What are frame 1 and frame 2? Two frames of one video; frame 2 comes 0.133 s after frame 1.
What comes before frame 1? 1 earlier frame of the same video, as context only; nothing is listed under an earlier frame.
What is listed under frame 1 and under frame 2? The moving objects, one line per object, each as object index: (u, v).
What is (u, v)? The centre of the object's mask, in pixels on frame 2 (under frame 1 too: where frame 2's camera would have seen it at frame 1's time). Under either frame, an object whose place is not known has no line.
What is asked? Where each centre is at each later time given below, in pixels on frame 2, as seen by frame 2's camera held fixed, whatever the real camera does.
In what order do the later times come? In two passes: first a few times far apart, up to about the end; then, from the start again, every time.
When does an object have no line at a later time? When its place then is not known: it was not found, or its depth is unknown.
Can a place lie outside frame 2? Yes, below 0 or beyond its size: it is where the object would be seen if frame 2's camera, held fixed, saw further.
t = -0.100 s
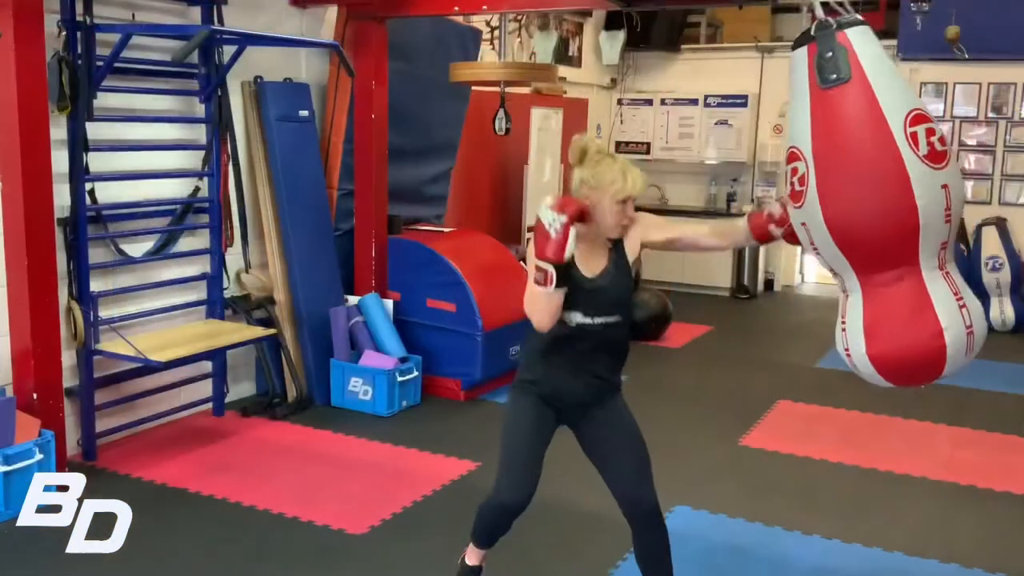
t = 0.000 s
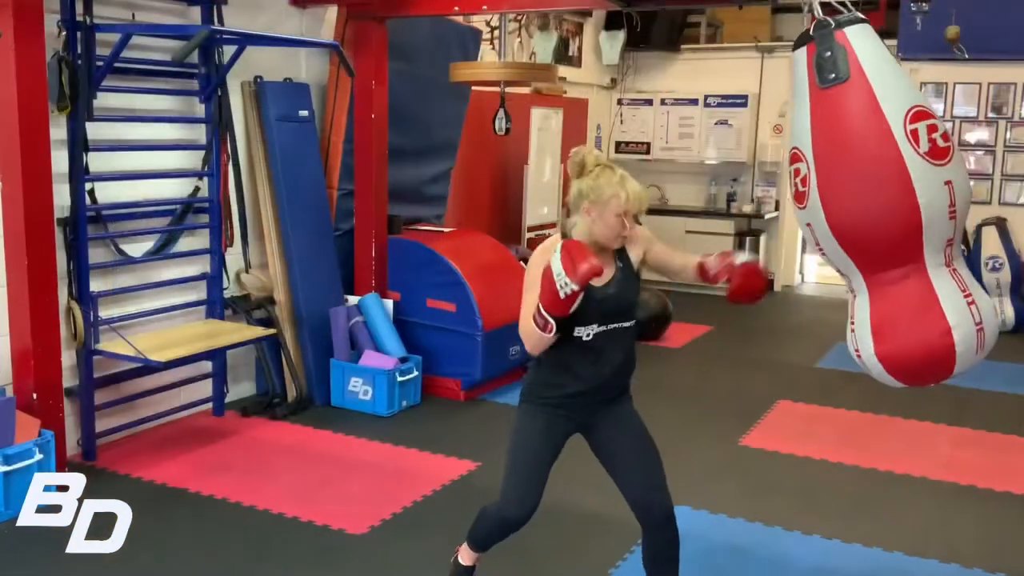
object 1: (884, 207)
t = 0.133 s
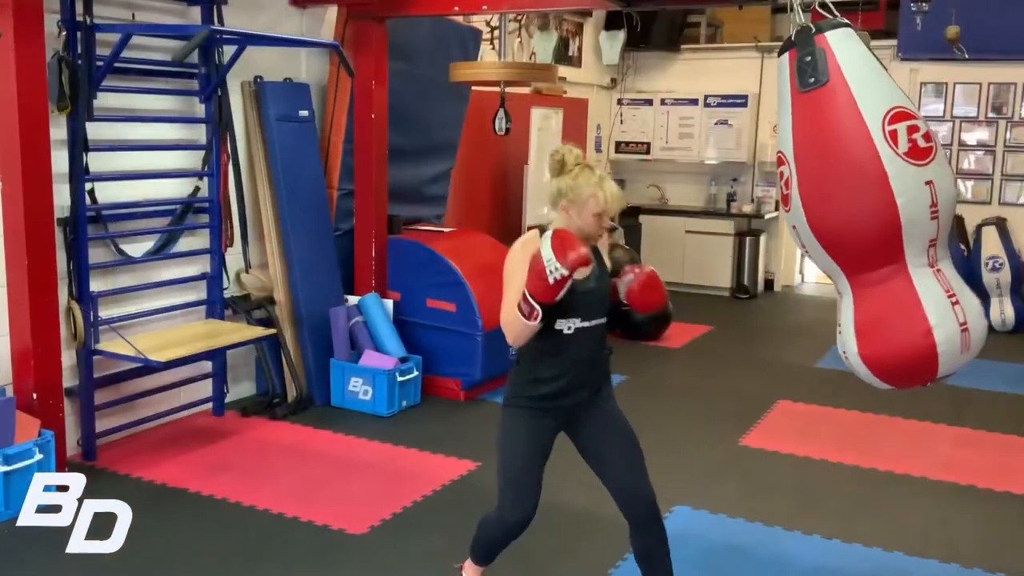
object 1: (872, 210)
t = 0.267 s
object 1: (845, 214)
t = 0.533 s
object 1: (752, 216)
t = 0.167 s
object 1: (867, 213)
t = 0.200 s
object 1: (861, 213)
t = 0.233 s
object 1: (854, 213)
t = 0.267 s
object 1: (845, 214)
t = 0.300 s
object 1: (834, 218)
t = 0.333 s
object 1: (822, 220)
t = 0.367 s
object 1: (810, 220)
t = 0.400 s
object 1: (798, 220)
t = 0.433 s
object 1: (785, 220)
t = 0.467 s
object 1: (775, 220)
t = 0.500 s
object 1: (763, 218)
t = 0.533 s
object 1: (752, 216)
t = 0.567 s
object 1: (740, 214)
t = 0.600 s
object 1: (729, 212)
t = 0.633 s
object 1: (718, 209)
